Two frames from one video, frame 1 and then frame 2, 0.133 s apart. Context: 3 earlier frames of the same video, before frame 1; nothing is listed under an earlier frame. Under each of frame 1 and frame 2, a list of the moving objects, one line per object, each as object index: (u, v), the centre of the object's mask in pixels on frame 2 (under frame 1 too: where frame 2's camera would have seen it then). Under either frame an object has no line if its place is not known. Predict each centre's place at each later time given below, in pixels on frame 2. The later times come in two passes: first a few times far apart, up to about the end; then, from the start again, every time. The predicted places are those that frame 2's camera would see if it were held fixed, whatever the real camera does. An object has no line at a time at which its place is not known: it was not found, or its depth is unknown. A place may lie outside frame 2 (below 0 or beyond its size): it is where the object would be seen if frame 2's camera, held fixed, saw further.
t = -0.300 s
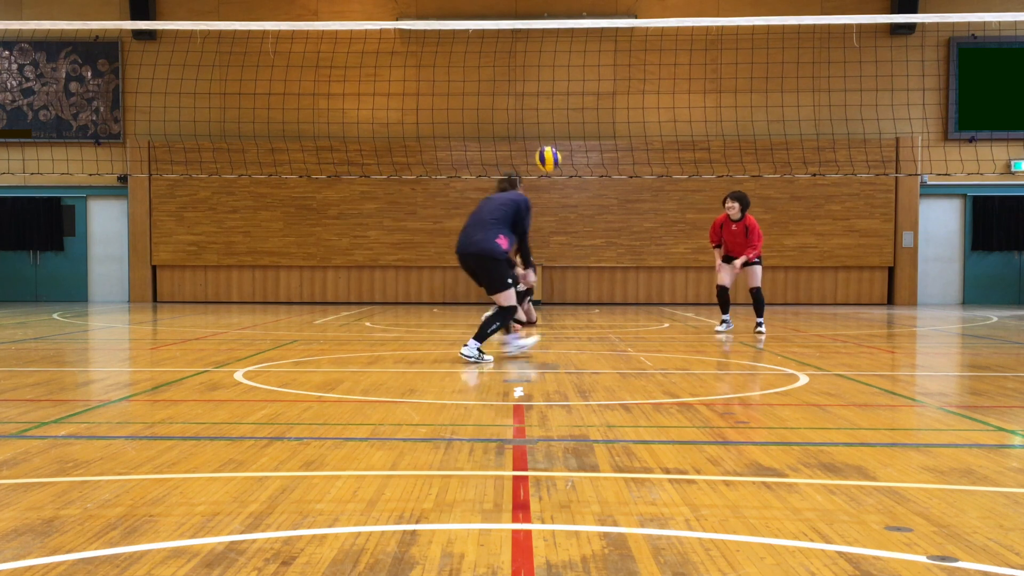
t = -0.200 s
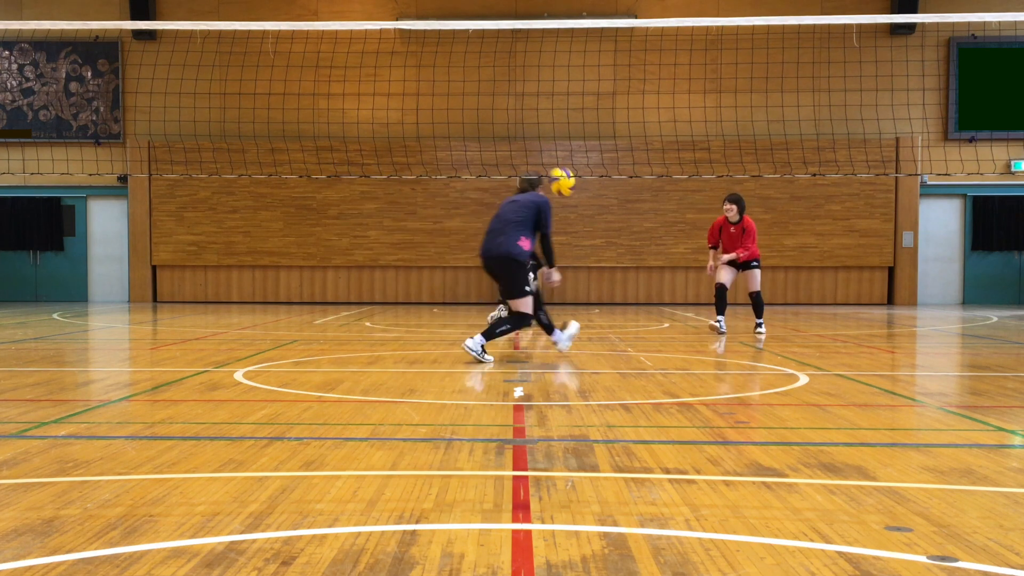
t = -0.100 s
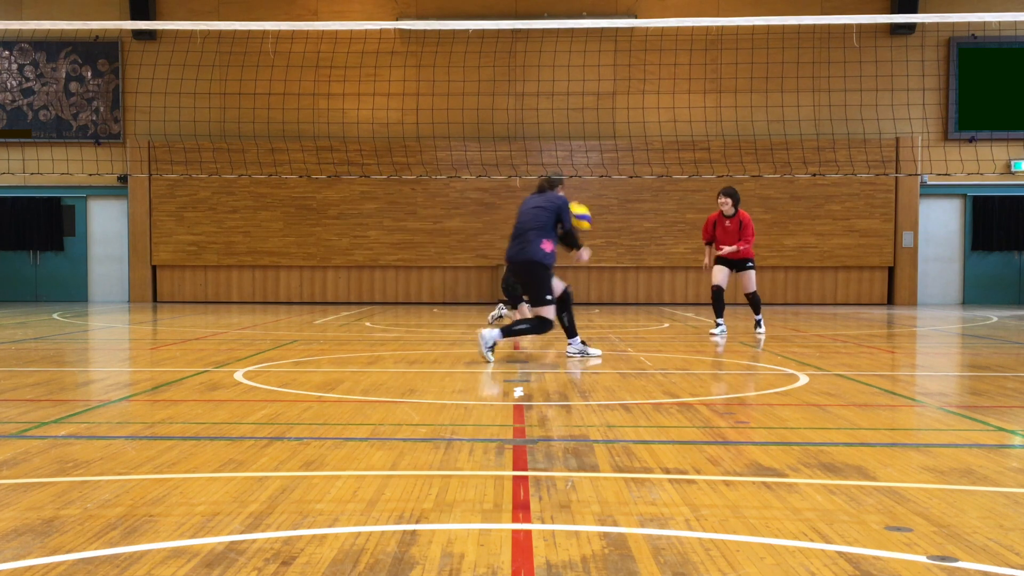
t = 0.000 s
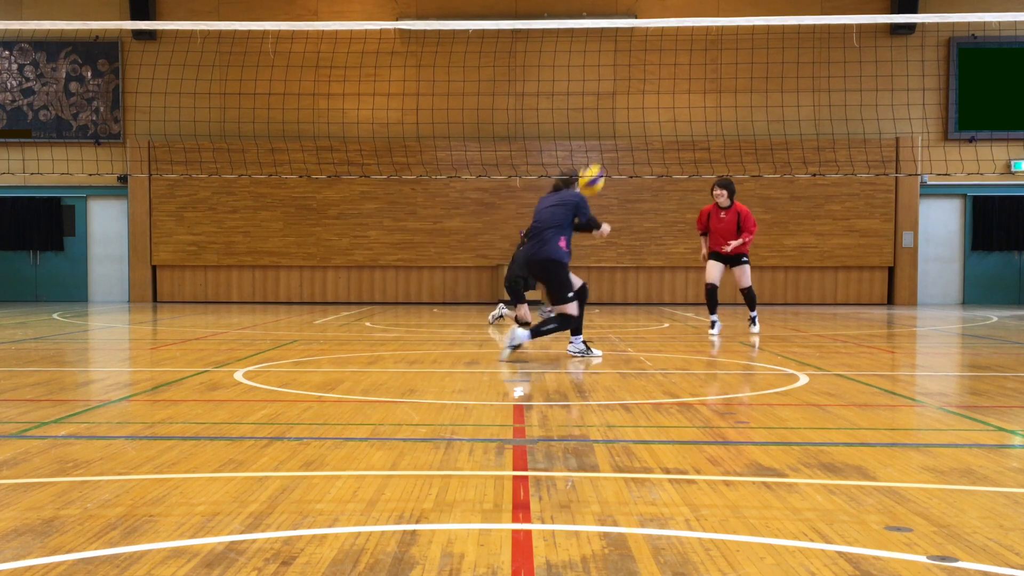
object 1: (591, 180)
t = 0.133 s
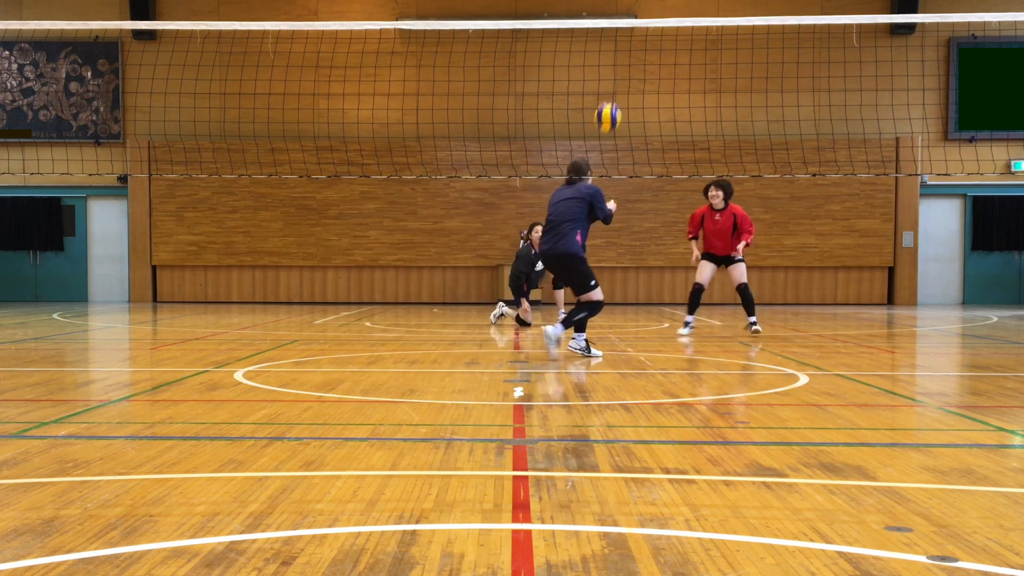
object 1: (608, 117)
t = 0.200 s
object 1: (616, 94)
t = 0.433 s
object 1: (642, 60)
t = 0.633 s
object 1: (662, 81)
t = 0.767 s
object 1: (675, 120)
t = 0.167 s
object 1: (612, 105)
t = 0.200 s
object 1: (616, 94)
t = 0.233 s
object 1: (620, 85)
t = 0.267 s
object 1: (624, 77)
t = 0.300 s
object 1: (627, 71)
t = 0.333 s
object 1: (631, 66)
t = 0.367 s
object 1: (634, 63)
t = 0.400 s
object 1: (638, 61)
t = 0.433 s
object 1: (642, 60)
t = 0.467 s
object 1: (646, 61)
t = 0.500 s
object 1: (649, 63)
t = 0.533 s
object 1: (653, 65)
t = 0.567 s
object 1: (656, 69)
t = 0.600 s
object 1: (659, 75)
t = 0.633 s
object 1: (662, 81)
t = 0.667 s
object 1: (665, 90)
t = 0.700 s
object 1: (669, 99)
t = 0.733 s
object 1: (672, 109)
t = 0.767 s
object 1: (675, 120)
